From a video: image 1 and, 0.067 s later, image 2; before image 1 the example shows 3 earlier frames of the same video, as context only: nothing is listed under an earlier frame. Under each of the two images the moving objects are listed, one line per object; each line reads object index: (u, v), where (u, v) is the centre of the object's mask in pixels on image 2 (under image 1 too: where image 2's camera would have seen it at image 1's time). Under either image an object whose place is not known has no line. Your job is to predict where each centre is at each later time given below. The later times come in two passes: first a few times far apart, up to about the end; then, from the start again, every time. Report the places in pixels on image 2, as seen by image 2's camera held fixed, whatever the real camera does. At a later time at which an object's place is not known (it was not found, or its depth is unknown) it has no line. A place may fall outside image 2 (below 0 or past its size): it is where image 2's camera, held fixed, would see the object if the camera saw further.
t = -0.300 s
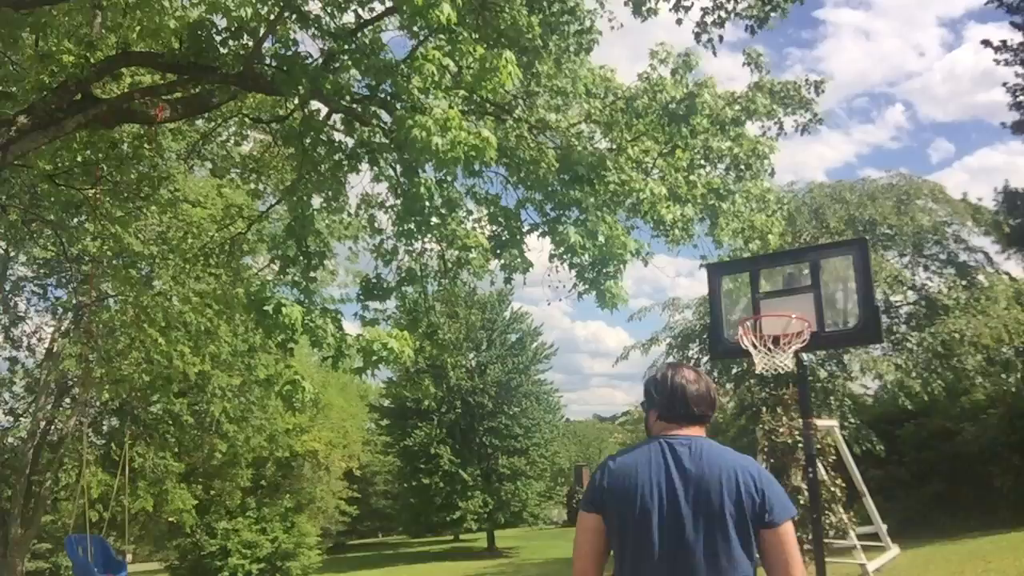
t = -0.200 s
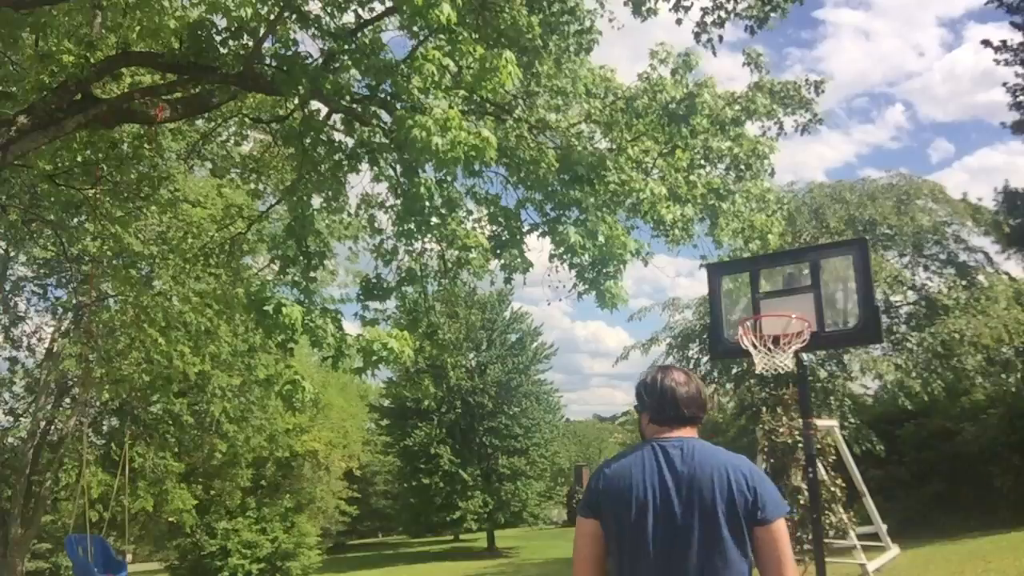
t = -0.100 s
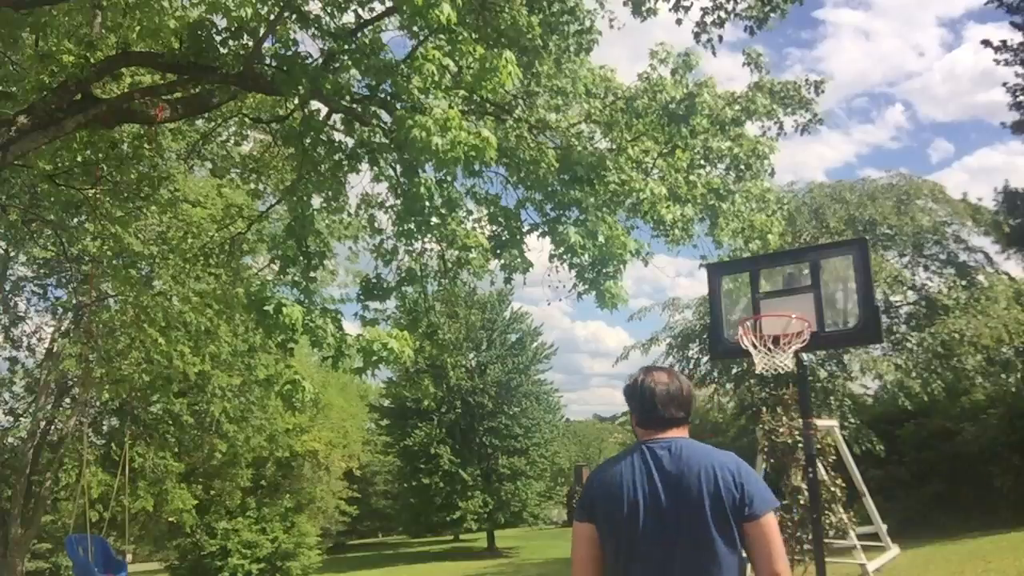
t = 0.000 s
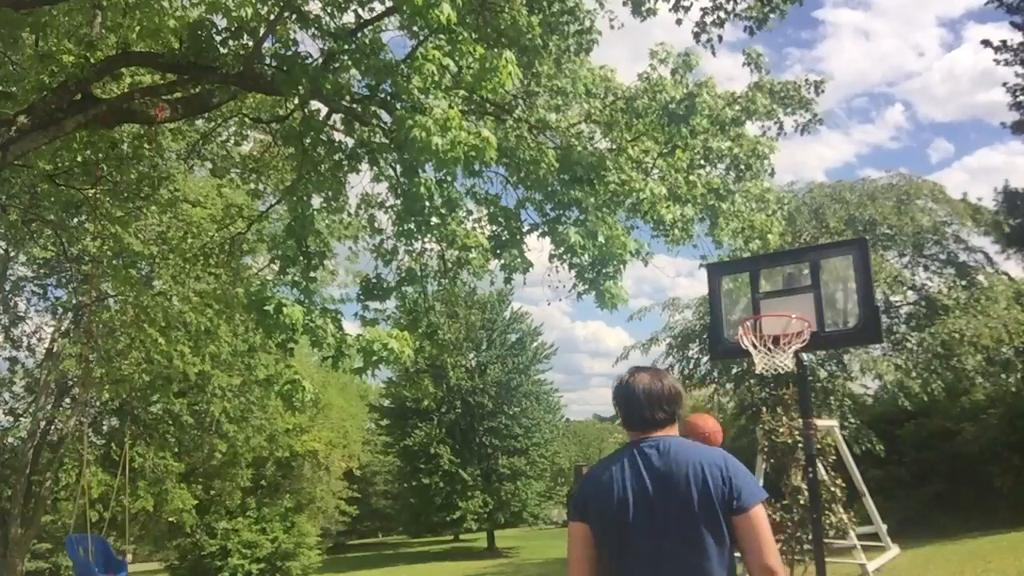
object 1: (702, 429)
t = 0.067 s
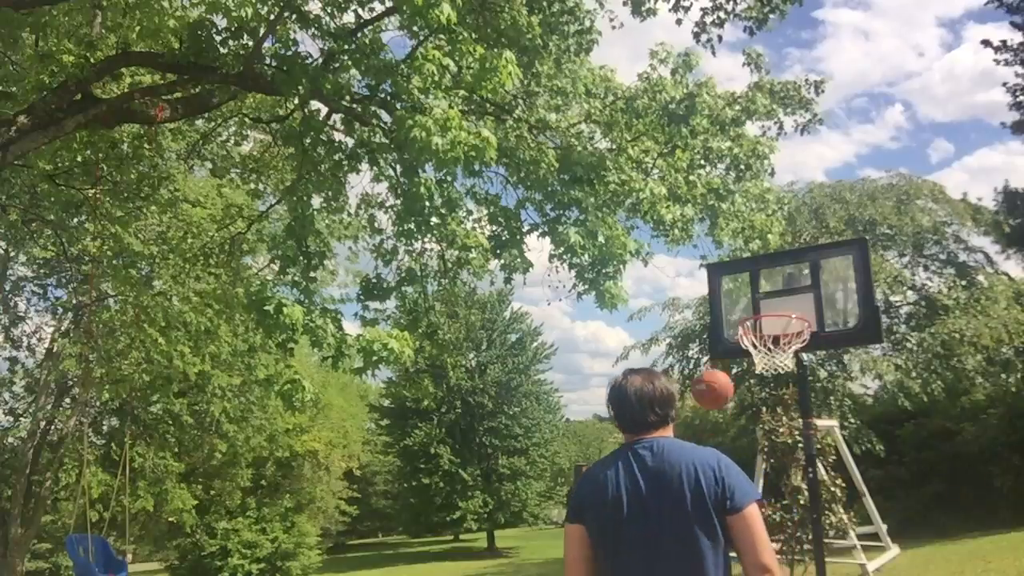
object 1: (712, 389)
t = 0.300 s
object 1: (751, 304)
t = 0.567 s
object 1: (786, 297)
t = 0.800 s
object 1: (792, 298)
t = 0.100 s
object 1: (719, 370)
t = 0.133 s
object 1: (724, 354)
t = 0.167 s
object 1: (729, 340)
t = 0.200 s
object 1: (735, 328)
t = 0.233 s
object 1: (740, 318)
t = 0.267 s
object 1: (746, 310)
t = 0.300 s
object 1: (751, 304)
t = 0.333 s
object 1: (757, 300)
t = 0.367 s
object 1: (762, 296)
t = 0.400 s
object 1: (766, 293)
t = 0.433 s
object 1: (770, 291)
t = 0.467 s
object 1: (774, 290)
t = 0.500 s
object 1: (777, 291)
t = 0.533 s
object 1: (782, 293)
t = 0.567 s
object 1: (786, 297)
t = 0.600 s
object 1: (791, 302)
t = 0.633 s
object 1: (796, 309)
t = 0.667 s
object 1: (798, 312)
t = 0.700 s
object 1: (797, 308)
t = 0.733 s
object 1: (796, 303)
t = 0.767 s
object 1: (794, 299)
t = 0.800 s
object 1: (792, 298)
